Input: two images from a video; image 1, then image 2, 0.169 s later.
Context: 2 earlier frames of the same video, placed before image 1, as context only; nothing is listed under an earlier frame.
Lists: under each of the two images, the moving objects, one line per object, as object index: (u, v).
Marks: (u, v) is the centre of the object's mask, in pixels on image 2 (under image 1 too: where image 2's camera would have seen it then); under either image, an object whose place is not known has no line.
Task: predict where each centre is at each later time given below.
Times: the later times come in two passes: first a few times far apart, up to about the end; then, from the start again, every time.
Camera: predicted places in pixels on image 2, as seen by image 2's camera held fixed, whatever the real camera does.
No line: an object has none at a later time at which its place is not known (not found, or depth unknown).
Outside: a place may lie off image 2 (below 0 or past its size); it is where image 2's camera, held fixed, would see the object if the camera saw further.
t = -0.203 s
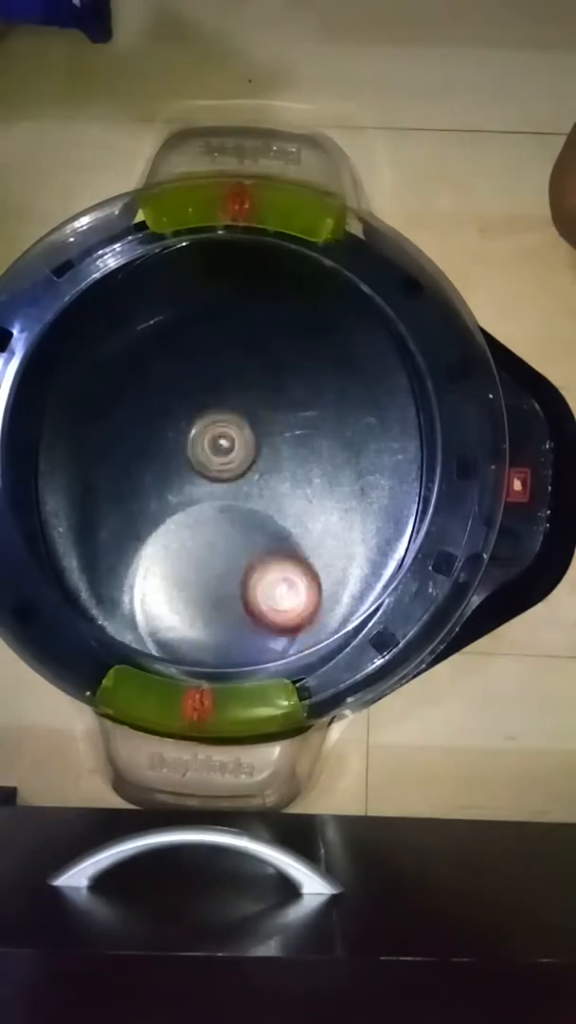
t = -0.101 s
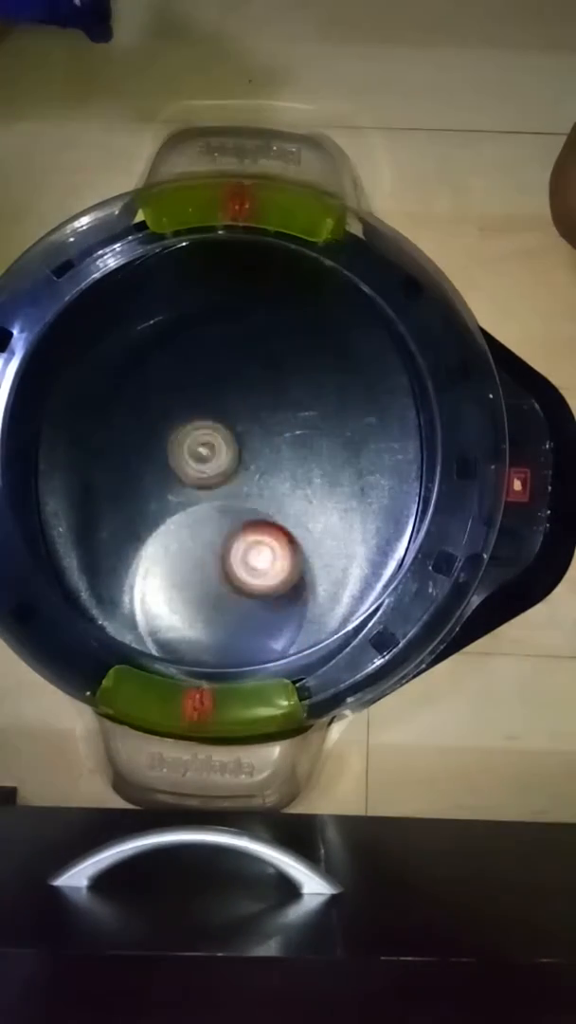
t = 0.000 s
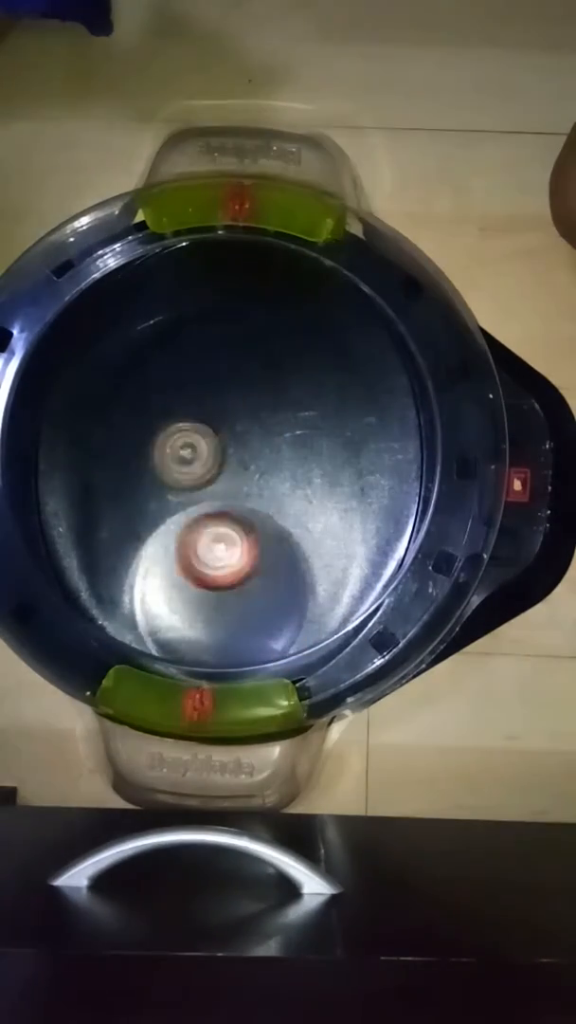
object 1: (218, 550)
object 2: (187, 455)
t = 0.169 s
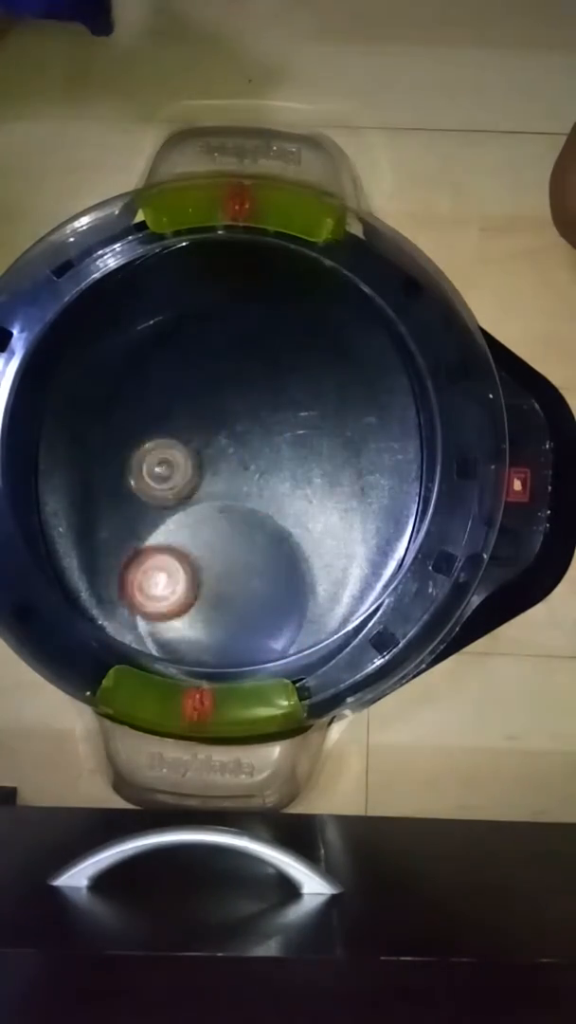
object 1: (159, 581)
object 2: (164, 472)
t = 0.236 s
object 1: (151, 609)
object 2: (156, 481)
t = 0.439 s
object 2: (146, 532)
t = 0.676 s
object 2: (169, 609)
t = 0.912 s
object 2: (222, 649)
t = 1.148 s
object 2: (245, 612)
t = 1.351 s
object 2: (212, 575)
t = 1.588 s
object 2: (197, 650)
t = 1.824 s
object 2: (206, 624)
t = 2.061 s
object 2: (216, 589)
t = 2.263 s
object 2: (259, 647)
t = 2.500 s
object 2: (288, 572)
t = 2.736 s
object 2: (261, 554)
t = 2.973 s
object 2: (258, 568)
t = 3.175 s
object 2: (263, 571)
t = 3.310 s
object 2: (263, 573)
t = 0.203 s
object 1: (153, 595)
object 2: (161, 475)
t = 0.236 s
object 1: (151, 609)
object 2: (156, 481)
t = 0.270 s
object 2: (155, 489)
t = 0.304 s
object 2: (151, 494)
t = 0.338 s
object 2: (148, 504)
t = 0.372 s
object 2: (146, 514)
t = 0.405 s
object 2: (146, 521)
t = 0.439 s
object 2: (146, 532)
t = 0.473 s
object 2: (145, 542)
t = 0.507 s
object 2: (147, 552)
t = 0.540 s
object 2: (151, 564)
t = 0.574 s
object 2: (153, 574)
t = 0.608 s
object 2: (159, 585)
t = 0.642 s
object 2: (164, 597)
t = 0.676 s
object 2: (169, 609)
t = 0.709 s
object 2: (175, 617)
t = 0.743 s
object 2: (183, 627)
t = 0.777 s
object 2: (190, 634)
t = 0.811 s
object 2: (200, 637)
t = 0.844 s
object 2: (206, 646)
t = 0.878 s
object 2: (216, 647)
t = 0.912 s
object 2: (222, 649)
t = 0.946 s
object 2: (230, 644)
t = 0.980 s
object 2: (236, 640)
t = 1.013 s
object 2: (242, 637)
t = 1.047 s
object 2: (244, 633)
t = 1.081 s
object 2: (248, 625)
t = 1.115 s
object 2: (247, 618)
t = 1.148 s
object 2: (245, 612)
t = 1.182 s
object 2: (242, 603)
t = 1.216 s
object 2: (236, 598)
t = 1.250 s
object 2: (231, 591)
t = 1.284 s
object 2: (223, 585)
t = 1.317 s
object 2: (218, 580)
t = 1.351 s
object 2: (212, 575)
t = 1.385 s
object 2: (206, 580)
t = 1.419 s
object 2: (203, 593)
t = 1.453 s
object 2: (202, 610)
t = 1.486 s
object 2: (201, 626)
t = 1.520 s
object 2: (199, 637)
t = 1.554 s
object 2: (197, 645)
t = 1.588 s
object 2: (197, 650)
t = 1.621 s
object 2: (198, 648)
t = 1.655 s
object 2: (199, 651)
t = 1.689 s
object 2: (200, 647)
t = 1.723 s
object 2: (204, 640)
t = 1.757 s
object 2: (203, 637)
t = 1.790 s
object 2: (207, 631)
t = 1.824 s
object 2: (206, 624)
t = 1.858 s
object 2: (210, 615)
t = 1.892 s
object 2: (208, 609)
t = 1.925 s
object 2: (212, 604)
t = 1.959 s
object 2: (212, 601)
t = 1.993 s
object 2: (215, 595)
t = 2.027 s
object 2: (215, 594)
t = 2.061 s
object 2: (216, 589)
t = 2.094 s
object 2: (216, 591)
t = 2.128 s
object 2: (222, 607)
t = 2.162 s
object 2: (234, 625)
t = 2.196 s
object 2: (240, 642)
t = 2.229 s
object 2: (247, 649)
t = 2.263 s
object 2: (259, 647)
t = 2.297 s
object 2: (269, 641)
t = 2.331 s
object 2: (279, 635)
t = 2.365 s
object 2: (285, 624)
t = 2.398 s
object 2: (288, 610)
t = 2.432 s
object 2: (290, 596)
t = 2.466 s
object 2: (289, 584)
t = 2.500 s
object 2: (288, 572)
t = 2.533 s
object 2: (285, 562)
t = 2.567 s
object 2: (281, 557)
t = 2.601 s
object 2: (279, 554)
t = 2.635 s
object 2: (274, 553)
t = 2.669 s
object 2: (270, 554)
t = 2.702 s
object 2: (266, 553)
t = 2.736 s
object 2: (261, 554)
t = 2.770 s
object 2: (257, 555)
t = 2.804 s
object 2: (255, 557)
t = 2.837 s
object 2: (254, 559)
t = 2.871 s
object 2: (254, 561)
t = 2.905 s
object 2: (255, 563)
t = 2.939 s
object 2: (256, 565)
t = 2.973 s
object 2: (258, 568)
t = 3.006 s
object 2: (260, 569)
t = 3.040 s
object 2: (261, 570)
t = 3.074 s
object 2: (262, 571)
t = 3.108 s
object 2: (262, 571)
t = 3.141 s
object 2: (262, 571)
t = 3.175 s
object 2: (263, 571)
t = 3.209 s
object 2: (263, 572)
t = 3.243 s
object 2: (263, 572)
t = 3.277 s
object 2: (263, 573)
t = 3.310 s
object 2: (263, 573)
